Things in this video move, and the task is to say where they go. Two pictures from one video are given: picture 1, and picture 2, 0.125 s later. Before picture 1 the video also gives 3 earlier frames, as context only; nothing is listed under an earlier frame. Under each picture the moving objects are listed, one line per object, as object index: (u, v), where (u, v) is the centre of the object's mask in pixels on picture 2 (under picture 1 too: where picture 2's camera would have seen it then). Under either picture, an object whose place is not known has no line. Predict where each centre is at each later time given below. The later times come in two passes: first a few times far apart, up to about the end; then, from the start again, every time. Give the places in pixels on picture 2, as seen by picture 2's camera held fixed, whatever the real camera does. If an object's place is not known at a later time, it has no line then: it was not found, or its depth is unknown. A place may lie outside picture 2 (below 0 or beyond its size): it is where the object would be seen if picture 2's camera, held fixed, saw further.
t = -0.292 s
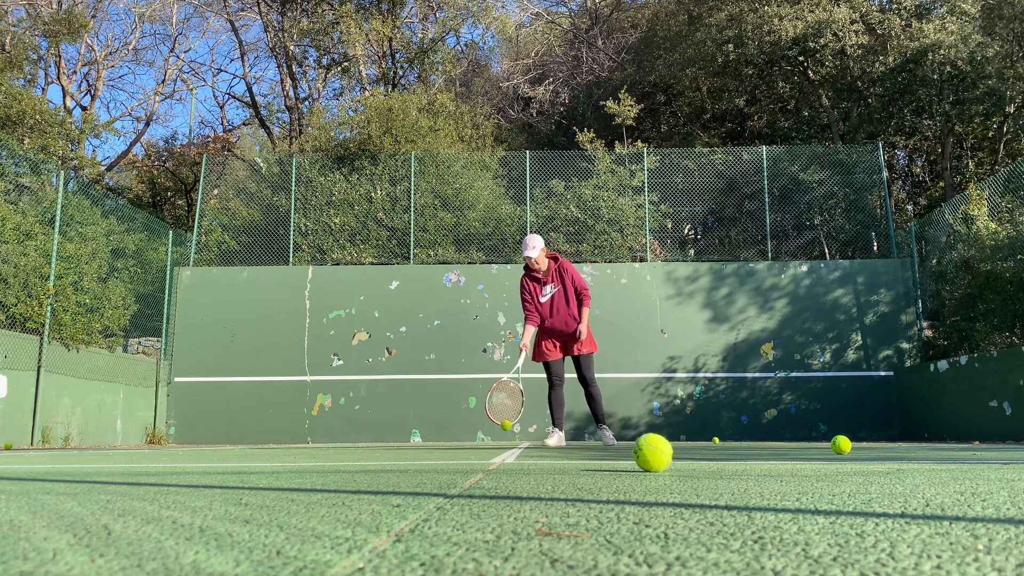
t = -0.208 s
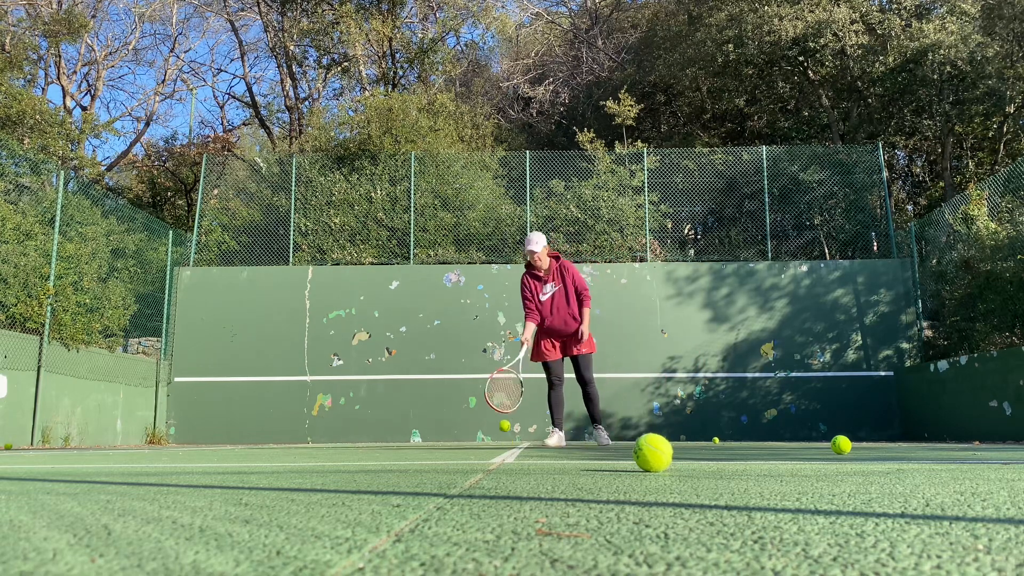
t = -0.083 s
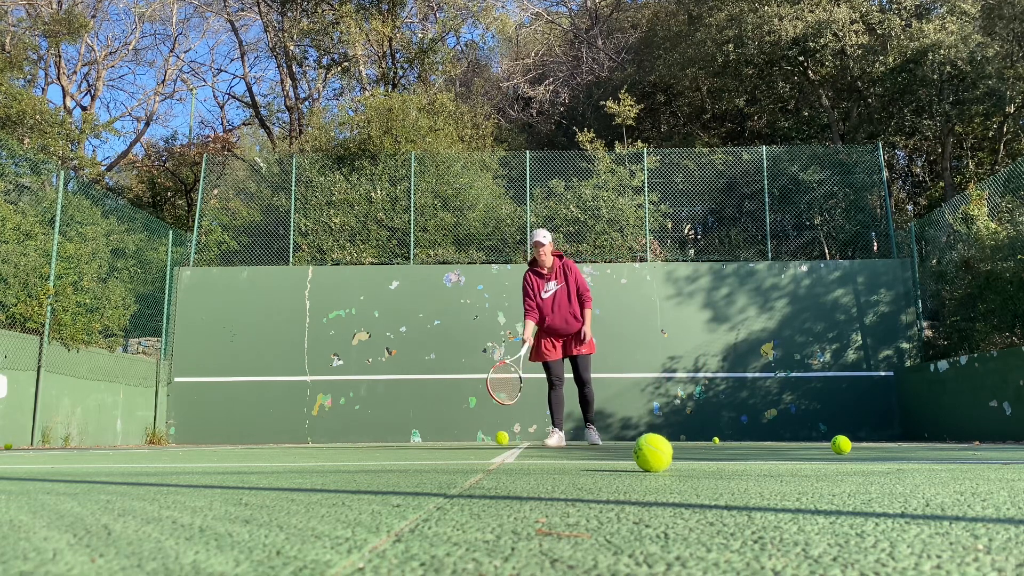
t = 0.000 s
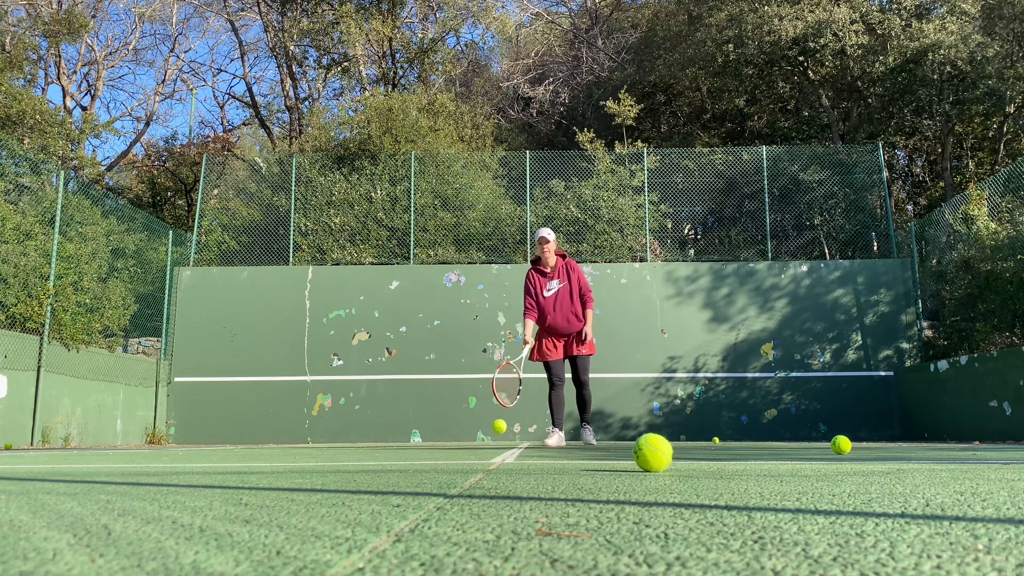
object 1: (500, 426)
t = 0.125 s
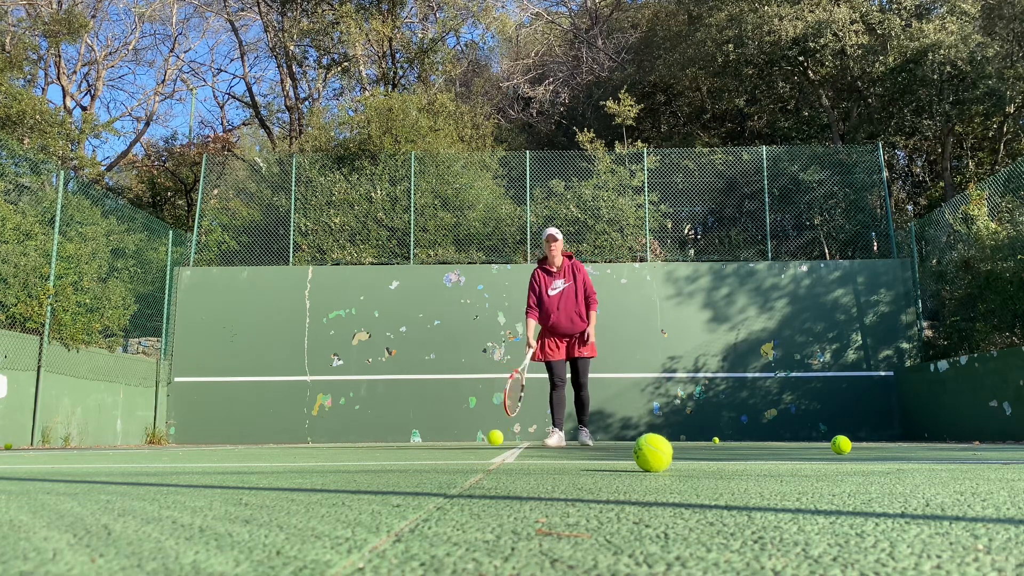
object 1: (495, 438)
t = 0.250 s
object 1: (492, 429)
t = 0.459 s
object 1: (488, 432)
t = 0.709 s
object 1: (481, 440)
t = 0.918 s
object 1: (476, 447)
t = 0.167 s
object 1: (494, 441)
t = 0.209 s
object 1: (494, 432)
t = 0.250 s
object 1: (492, 429)
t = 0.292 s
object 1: (492, 429)
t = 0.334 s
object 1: (491, 434)
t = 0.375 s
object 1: (490, 445)
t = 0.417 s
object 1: (489, 438)
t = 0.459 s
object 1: (488, 432)
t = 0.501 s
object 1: (487, 432)
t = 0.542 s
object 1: (486, 438)
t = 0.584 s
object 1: (484, 449)
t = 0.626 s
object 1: (484, 439)
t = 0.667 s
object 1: (482, 436)
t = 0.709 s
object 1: (481, 440)
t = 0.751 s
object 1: (479, 452)
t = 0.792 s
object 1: (478, 443)
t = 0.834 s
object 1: (477, 442)
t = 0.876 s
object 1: (475, 453)
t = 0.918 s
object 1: (476, 447)
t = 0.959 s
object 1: (481, 441)
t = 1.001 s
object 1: (486, 449)
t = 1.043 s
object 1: (492, 459)
